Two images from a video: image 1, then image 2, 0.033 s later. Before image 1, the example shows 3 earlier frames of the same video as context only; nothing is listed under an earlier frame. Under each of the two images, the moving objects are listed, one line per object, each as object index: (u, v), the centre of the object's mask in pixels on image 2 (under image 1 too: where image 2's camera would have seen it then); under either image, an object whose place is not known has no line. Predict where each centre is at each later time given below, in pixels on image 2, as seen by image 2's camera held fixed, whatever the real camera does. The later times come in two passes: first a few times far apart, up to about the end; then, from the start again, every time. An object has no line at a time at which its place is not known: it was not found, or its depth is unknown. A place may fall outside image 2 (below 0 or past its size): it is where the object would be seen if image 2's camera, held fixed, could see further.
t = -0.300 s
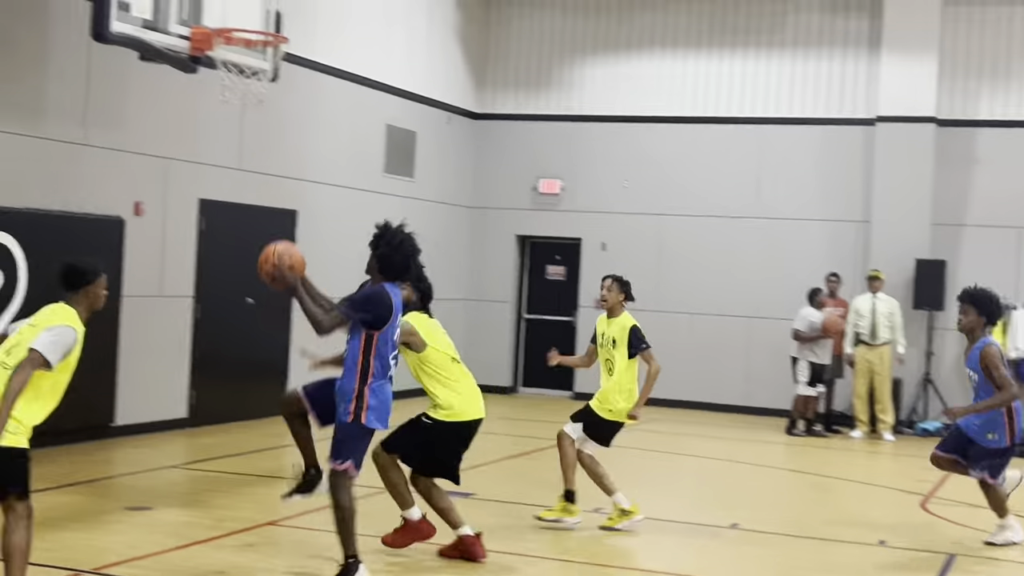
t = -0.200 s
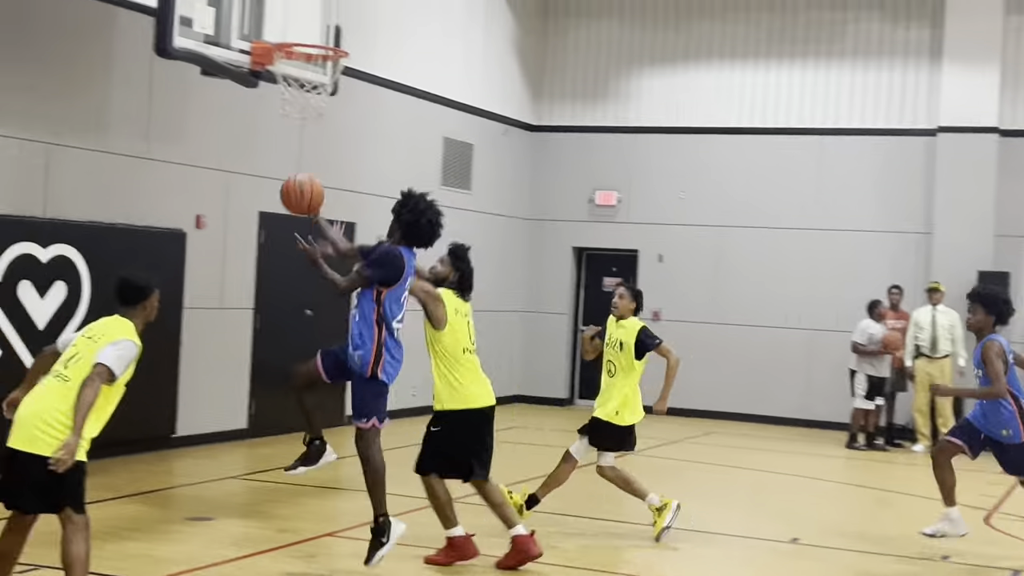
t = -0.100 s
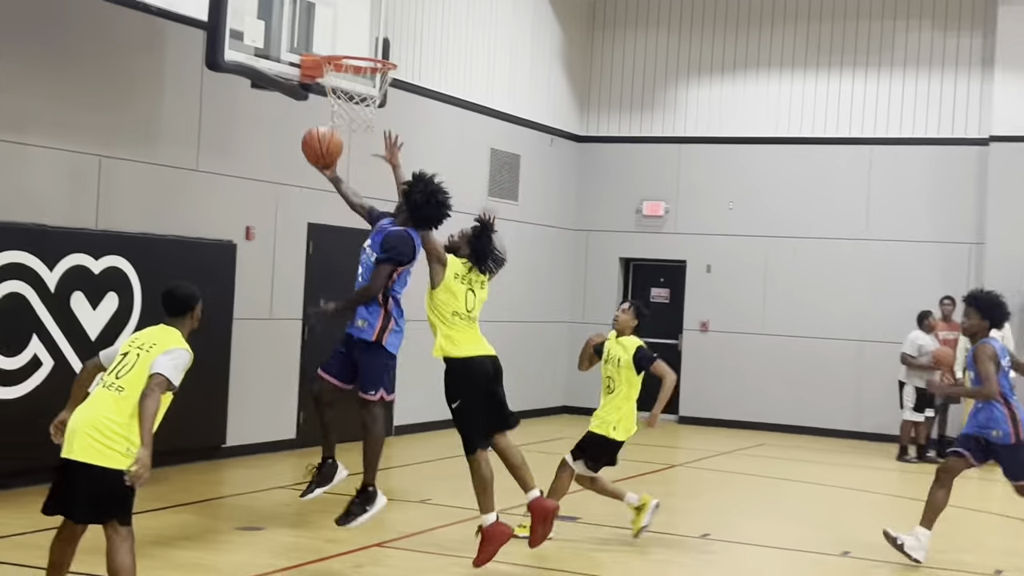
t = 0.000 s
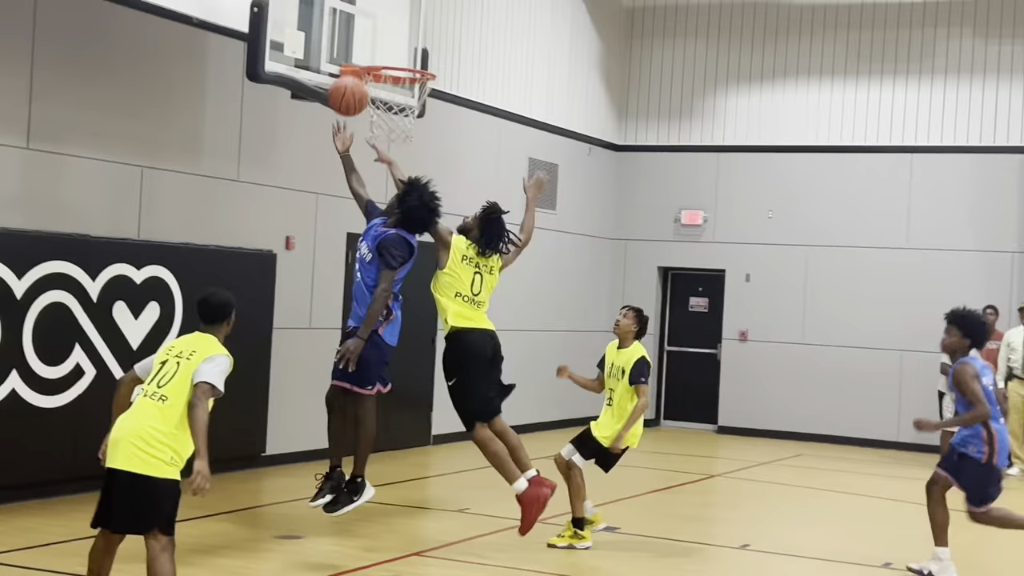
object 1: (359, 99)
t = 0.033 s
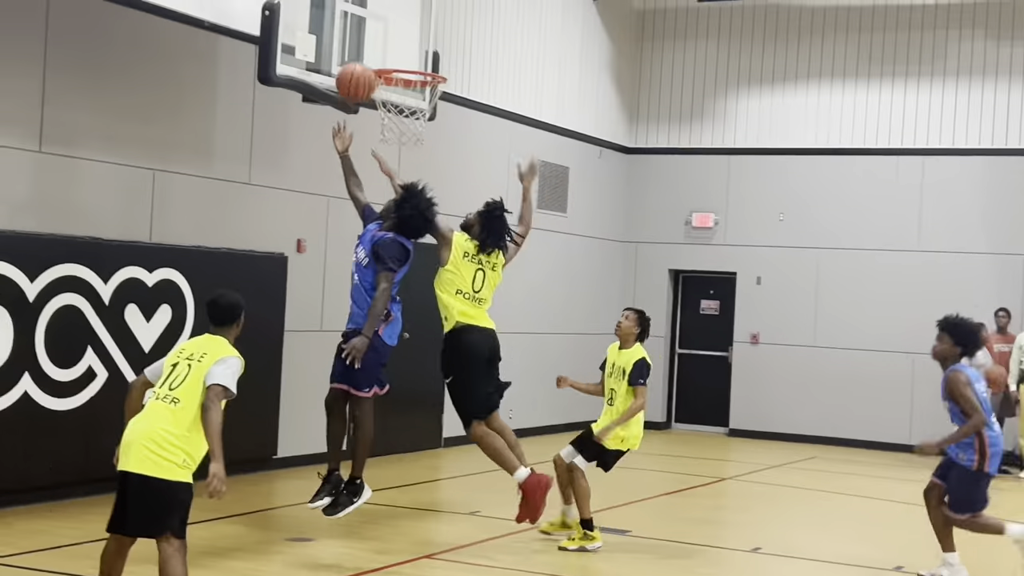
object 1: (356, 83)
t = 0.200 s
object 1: (344, 28)
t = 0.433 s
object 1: (413, 32)
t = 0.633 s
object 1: (459, 52)
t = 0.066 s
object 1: (353, 69)
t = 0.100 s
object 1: (348, 55)
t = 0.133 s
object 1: (345, 44)
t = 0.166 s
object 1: (342, 35)
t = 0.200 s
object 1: (344, 28)
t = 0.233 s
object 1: (354, 23)
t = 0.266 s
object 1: (364, 20)
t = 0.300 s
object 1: (374, 19)
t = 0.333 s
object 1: (383, 19)
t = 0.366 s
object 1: (393, 22)
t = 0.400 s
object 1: (403, 26)
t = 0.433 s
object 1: (413, 32)
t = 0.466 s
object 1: (422, 40)
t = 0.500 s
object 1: (431, 49)
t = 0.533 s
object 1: (439, 55)
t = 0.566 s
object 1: (446, 53)
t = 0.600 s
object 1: (453, 51)
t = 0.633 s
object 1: (459, 52)
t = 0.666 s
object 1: (466, 54)
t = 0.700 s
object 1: (472, 59)
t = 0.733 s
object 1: (478, 64)
